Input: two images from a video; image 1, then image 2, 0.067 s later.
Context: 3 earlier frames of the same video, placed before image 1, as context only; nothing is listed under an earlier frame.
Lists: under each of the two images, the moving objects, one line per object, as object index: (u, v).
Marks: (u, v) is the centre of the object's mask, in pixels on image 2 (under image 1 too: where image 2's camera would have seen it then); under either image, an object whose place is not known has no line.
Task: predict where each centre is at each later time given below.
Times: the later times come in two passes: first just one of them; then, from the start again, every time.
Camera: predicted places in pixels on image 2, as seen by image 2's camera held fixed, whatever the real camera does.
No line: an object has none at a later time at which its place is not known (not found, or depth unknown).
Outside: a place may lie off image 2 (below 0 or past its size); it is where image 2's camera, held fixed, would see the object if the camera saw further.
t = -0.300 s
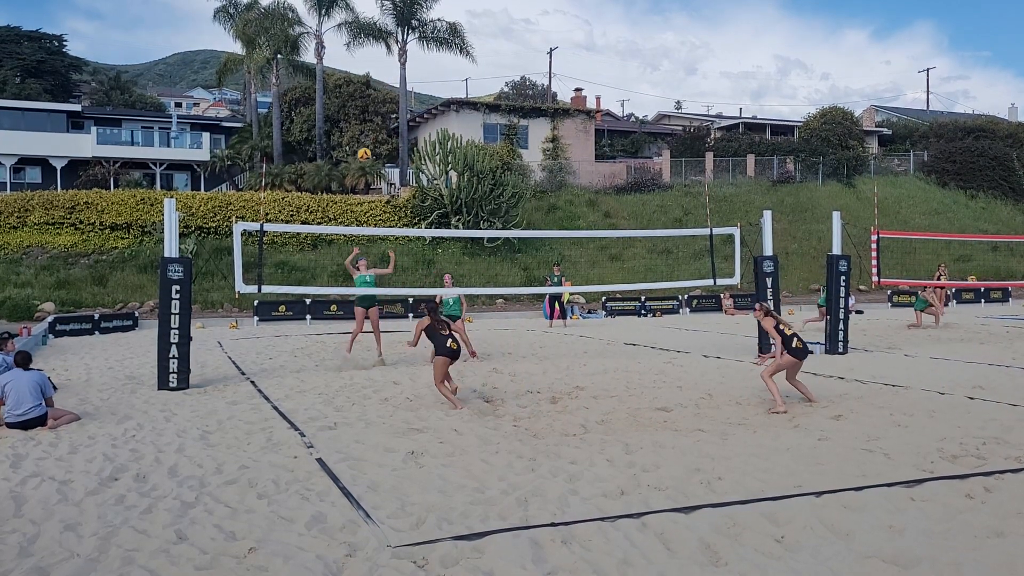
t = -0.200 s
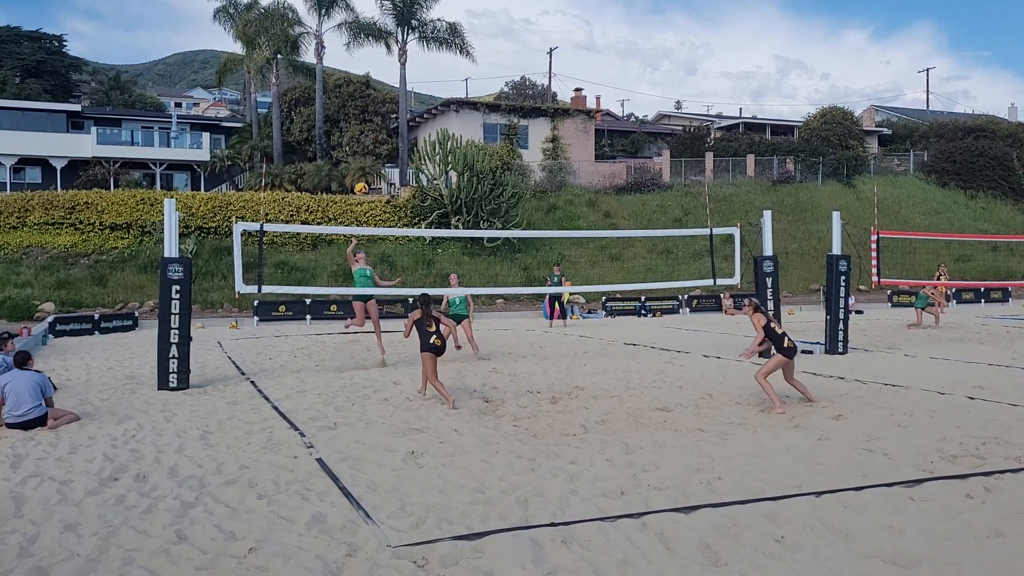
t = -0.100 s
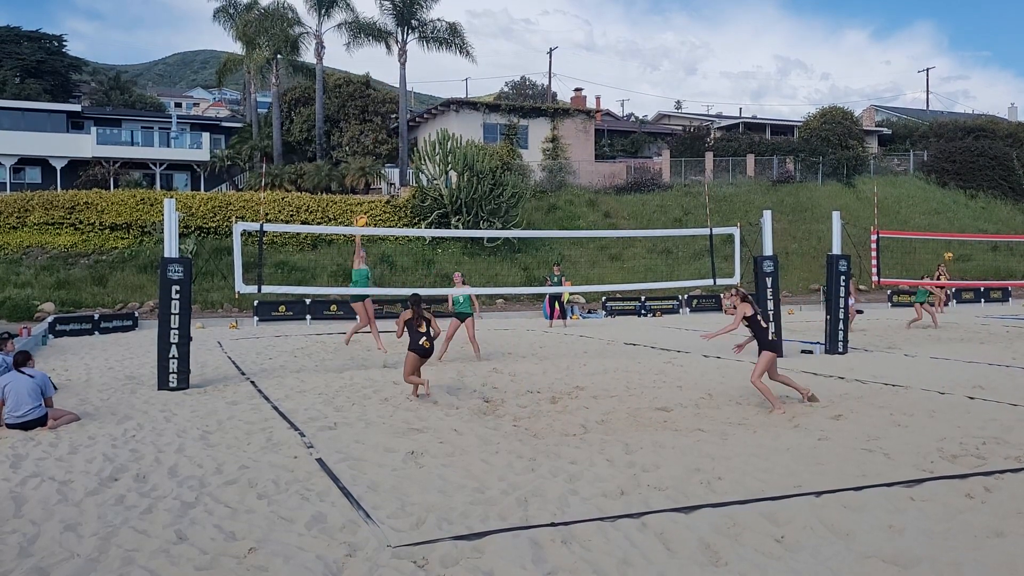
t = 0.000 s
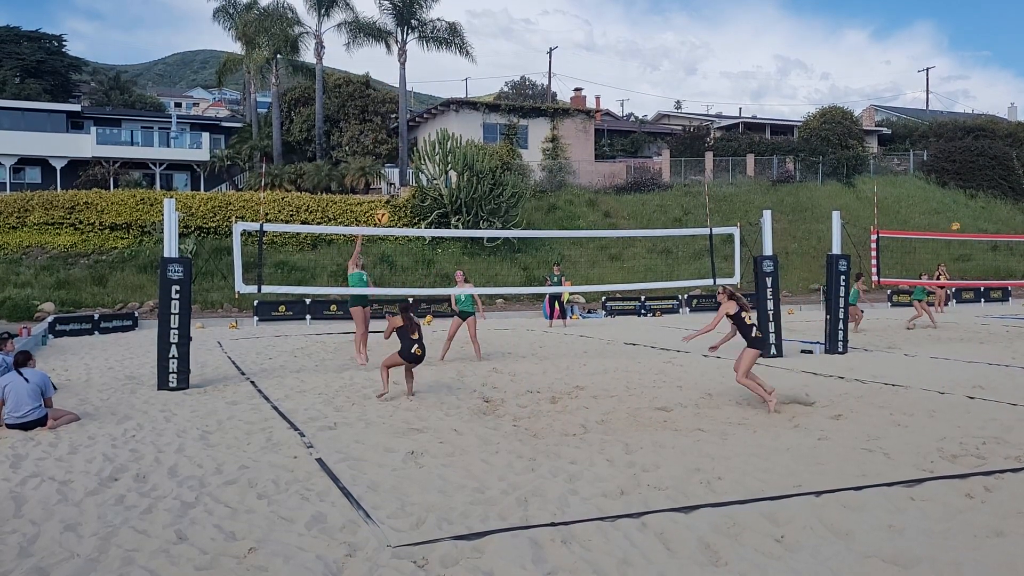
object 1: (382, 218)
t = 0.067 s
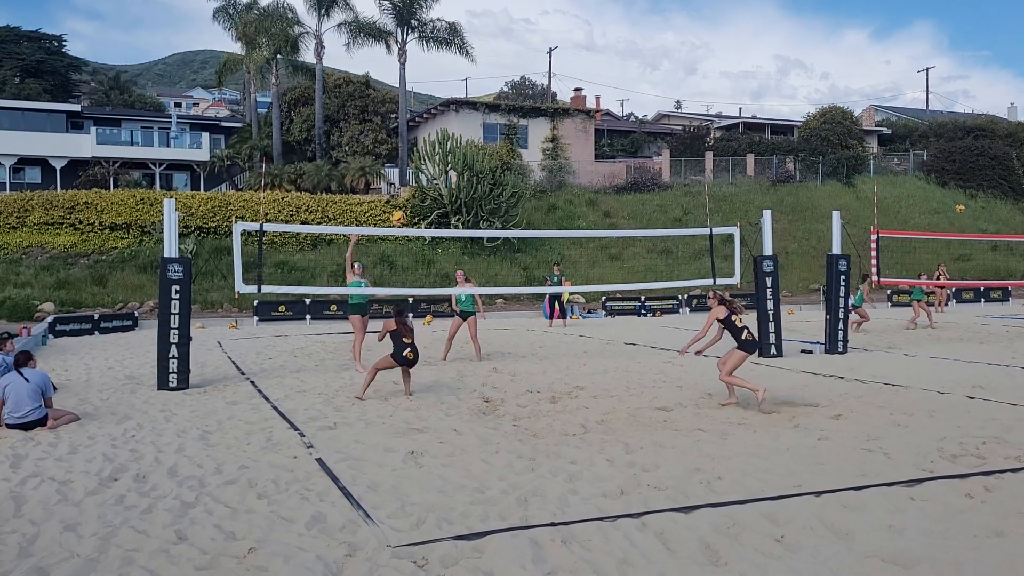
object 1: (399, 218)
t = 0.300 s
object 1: (462, 252)
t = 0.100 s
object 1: (405, 220)
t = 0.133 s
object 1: (415, 222)
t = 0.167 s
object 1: (423, 226)
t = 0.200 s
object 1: (433, 231)
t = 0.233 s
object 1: (442, 237)
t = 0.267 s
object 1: (452, 244)
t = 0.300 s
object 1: (462, 252)
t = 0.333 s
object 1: (473, 262)
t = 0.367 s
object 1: (484, 273)
